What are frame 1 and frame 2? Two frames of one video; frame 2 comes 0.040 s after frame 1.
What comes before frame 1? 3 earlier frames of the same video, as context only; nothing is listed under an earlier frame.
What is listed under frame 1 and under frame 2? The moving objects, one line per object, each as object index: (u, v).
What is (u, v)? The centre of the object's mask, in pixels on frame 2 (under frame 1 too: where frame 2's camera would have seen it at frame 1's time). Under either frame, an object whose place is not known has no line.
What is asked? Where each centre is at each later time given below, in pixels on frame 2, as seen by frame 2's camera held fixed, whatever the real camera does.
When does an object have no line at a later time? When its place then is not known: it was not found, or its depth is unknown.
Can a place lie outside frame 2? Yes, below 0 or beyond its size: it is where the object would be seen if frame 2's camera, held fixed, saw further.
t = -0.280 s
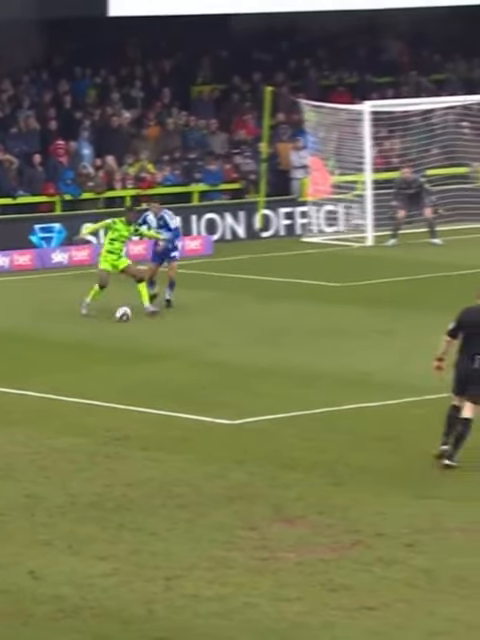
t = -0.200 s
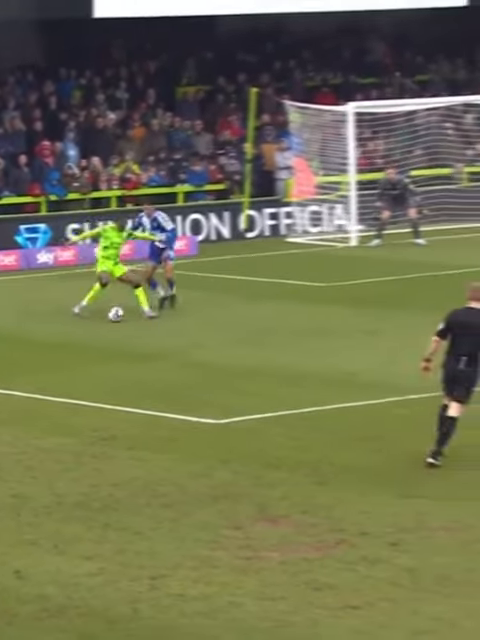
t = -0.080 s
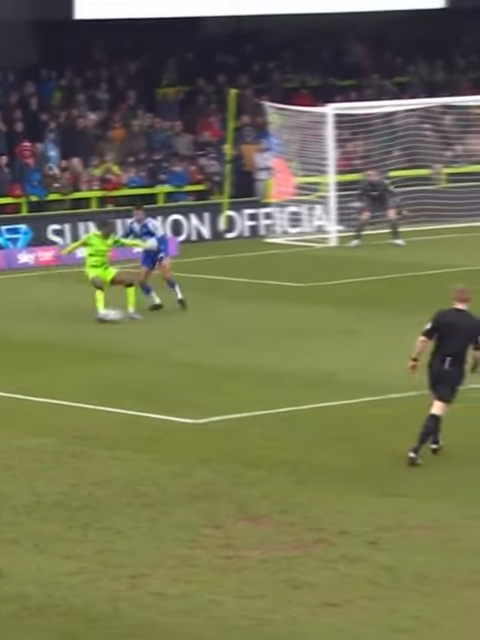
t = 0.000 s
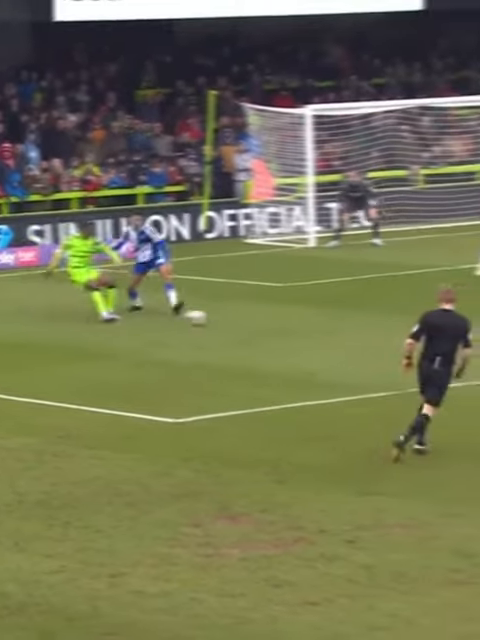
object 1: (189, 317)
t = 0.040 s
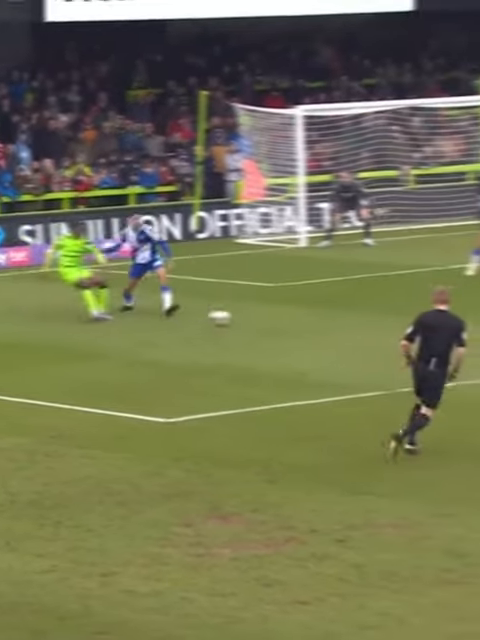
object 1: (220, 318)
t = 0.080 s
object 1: (249, 317)
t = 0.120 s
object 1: (284, 318)
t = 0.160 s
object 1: (313, 319)
